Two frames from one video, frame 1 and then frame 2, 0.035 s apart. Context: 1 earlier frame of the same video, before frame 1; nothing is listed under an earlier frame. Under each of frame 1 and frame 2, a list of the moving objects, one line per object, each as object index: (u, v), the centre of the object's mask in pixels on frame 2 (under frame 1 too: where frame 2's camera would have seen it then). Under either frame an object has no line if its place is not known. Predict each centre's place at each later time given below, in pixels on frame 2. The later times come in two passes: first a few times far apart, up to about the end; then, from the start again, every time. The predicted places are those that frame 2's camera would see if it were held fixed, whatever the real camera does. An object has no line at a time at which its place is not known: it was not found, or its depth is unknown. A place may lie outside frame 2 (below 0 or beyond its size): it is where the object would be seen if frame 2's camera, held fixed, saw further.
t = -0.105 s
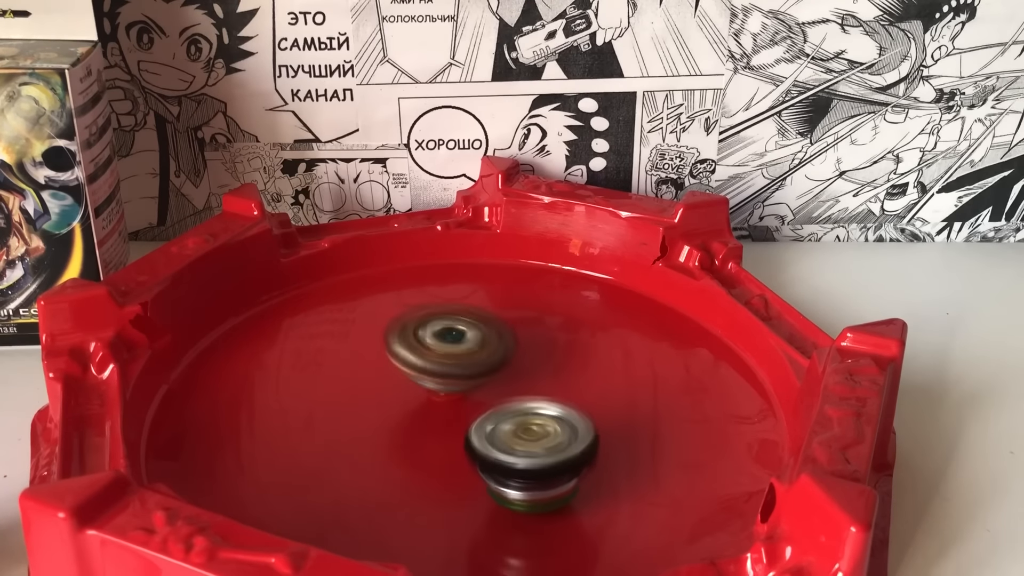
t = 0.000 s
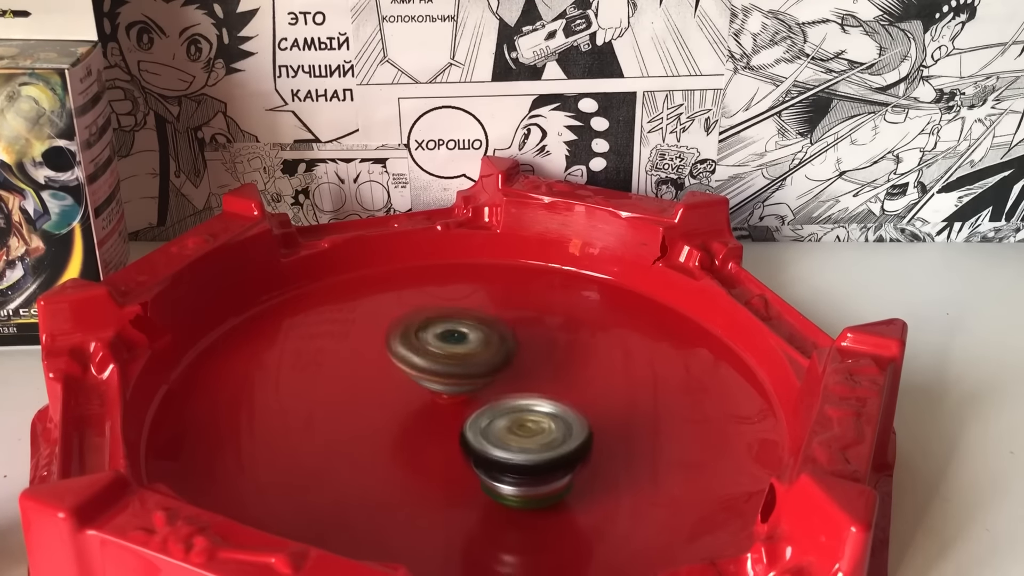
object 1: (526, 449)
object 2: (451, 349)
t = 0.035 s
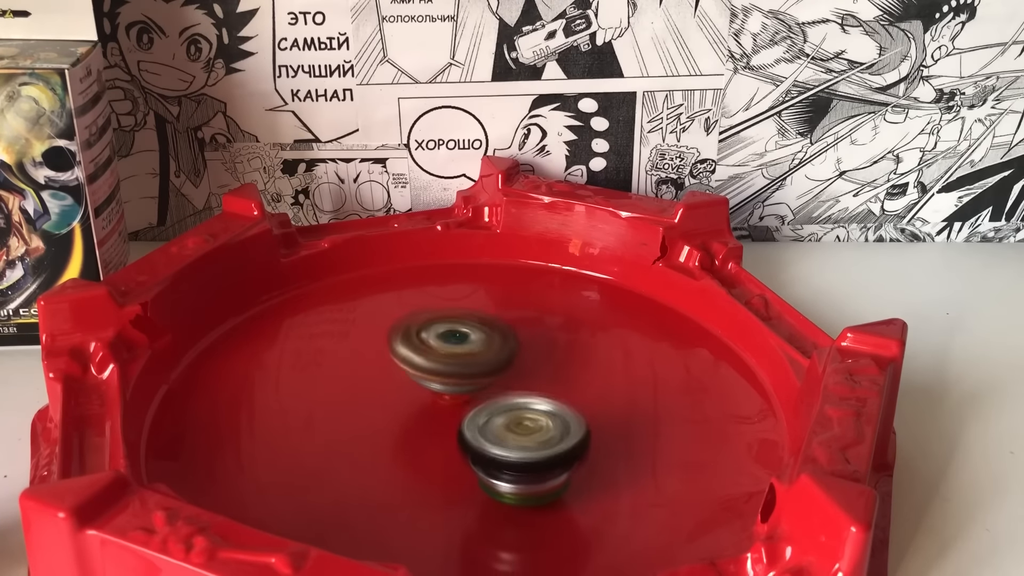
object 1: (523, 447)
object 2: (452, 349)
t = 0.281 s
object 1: (505, 430)
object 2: (463, 350)
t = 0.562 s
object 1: (506, 435)
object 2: (469, 339)
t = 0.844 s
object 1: (503, 423)
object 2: (471, 335)
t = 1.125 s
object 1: (500, 419)
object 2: (471, 335)
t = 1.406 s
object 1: (503, 425)
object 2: (474, 339)
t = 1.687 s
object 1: (505, 425)
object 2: (481, 340)
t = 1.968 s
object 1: (503, 427)
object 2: (491, 337)
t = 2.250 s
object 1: (500, 425)
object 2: (496, 335)
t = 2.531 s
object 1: (492, 418)
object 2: (498, 334)
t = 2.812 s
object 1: (485, 424)
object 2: (499, 337)
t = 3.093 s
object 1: (481, 425)
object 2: (505, 339)
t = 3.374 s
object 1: (482, 421)
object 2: (510, 339)
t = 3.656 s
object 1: (483, 425)
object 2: (516, 340)
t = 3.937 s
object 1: (489, 424)
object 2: (518, 339)
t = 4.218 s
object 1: (488, 430)
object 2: (524, 341)
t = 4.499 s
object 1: (478, 438)
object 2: (531, 343)
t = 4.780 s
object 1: (470, 431)
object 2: (534, 343)
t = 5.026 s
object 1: (475, 418)
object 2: (543, 344)
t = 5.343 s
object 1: (480, 417)
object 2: (552, 343)
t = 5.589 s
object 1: (485, 423)
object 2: (553, 344)
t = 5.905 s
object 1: (495, 425)
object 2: (557, 348)
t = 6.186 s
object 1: (495, 427)
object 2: (571, 348)
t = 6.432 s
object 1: (475, 435)
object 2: (580, 344)
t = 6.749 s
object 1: (453, 426)
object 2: (583, 344)
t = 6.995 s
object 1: (453, 409)
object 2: (586, 350)
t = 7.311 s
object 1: (475, 401)
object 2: (599, 355)
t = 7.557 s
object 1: (499, 409)
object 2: (601, 356)
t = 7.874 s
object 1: (514, 428)
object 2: (602, 359)
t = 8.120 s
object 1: (510, 438)
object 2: (605, 365)
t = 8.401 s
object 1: (497, 432)
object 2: (608, 370)
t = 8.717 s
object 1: (485, 413)
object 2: (602, 372)
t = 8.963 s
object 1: (470, 402)
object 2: (596, 372)
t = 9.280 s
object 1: (471, 393)
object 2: (601, 377)
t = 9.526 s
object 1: (460, 393)
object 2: (609, 383)
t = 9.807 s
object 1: (451, 397)
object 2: (604, 384)
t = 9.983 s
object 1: (446, 404)
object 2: (600, 385)
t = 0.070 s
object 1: (521, 445)
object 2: (454, 350)
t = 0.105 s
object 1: (518, 442)
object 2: (455, 351)
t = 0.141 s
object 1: (516, 440)
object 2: (457, 352)
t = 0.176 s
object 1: (513, 437)
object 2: (459, 352)
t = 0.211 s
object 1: (510, 435)
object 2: (461, 351)
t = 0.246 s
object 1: (507, 432)
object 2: (463, 350)
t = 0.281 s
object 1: (505, 430)
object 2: (463, 350)
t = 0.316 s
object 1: (505, 434)
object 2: (463, 348)
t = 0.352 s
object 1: (505, 435)
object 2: (464, 344)
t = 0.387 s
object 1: (506, 435)
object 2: (464, 343)
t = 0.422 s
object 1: (506, 435)
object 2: (465, 342)
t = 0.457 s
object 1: (507, 435)
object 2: (467, 341)
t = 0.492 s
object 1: (507, 435)
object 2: (467, 340)
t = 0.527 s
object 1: (507, 435)
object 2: (468, 339)
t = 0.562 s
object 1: (506, 435)
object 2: (469, 339)
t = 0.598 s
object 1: (506, 434)
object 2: (469, 338)
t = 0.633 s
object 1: (506, 433)
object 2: (468, 337)
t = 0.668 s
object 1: (505, 432)
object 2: (469, 337)
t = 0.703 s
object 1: (505, 431)
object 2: (470, 336)
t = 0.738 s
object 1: (505, 430)
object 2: (469, 336)
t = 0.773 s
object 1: (504, 428)
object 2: (469, 336)
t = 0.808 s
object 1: (504, 425)
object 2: (470, 336)
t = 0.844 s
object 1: (503, 423)
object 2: (471, 335)
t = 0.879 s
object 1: (503, 422)
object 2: (471, 335)
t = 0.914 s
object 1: (502, 421)
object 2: (471, 334)
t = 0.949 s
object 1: (501, 418)
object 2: (472, 334)
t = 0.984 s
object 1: (500, 417)
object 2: (472, 334)
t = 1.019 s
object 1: (499, 416)
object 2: (472, 333)
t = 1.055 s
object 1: (498, 416)
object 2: (470, 333)
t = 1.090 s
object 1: (498, 417)
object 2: (467, 334)
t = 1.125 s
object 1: (500, 419)
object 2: (471, 335)
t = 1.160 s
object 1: (501, 420)
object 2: (471, 335)
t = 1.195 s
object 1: (501, 421)
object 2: (470, 334)
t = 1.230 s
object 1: (501, 422)
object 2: (469, 336)
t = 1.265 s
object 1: (501, 423)
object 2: (472, 337)
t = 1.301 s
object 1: (502, 424)
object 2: (473, 337)
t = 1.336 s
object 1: (502, 424)
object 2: (472, 337)
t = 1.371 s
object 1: (503, 425)
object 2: (471, 338)
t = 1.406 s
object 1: (503, 425)
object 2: (474, 339)
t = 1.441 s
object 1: (504, 425)
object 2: (475, 339)
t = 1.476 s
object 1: (504, 426)
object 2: (474, 339)
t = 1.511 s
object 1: (504, 426)
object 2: (474, 339)
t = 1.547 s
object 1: (504, 426)
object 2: (476, 340)
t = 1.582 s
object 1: (504, 426)
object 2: (478, 340)
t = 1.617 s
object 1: (504, 426)
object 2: (478, 341)
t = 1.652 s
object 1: (505, 426)
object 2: (479, 341)
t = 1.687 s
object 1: (505, 425)
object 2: (481, 340)
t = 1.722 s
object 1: (505, 424)
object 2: (483, 340)
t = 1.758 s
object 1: (504, 423)
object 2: (484, 340)
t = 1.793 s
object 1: (504, 423)
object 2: (487, 340)
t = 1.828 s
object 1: (504, 425)
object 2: (487, 340)
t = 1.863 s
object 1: (504, 425)
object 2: (487, 339)
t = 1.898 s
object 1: (504, 425)
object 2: (489, 338)
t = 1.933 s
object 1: (504, 427)
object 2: (491, 338)
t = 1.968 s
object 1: (503, 427)
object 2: (491, 337)
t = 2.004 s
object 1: (503, 427)
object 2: (490, 337)
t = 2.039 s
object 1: (503, 427)
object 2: (492, 337)
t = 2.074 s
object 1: (503, 427)
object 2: (494, 336)
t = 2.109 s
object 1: (502, 426)
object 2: (493, 335)
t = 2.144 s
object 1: (501, 426)
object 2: (493, 335)
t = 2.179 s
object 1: (500, 427)
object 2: (495, 336)
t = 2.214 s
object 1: (500, 426)
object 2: (496, 336)
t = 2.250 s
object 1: (500, 425)
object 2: (496, 335)
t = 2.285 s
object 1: (499, 424)
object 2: (494, 334)
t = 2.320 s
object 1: (498, 424)
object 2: (495, 334)
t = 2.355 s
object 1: (498, 423)
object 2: (497, 334)
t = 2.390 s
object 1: (496, 420)
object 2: (496, 333)
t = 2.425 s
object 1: (495, 419)
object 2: (495, 334)
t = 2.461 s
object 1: (495, 418)
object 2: (498, 334)
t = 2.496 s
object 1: (493, 418)
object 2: (499, 334)
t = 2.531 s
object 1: (492, 418)
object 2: (498, 334)
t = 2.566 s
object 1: (491, 418)
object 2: (497, 334)
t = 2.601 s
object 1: (489, 419)
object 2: (497, 334)
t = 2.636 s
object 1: (489, 419)
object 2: (497, 334)
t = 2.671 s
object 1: (487, 421)
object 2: (497, 335)
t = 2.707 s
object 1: (487, 422)
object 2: (499, 336)
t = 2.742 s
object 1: (486, 423)
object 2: (500, 336)
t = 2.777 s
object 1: (486, 423)
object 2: (499, 336)
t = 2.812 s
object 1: (485, 424)
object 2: (499, 337)
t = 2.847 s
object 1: (484, 425)
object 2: (500, 337)
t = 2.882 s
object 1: (484, 425)
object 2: (502, 338)
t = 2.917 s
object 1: (483, 425)
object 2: (502, 338)
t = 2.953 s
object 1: (483, 425)
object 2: (501, 338)
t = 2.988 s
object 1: (482, 426)
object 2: (502, 339)
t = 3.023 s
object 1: (482, 425)
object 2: (505, 339)
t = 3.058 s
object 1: (482, 425)
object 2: (503, 339)
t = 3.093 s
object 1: (481, 425)
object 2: (505, 339)
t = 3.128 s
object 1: (481, 425)
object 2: (508, 340)
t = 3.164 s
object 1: (481, 424)
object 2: (507, 340)
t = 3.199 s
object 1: (481, 423)
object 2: (507, 339)
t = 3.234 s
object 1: (482, 423)
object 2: (507, 339)
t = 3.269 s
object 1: (482, 423)
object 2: (510, 340)
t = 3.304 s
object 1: (482, 421)
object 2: (511, 339)
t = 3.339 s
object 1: (483, 420)
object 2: (510, 339)
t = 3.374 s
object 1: (482, 421)
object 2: (510, 339)
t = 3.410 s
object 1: (482, 420)
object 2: (511, 339)
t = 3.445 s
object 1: (482, 421)
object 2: (513, 339)
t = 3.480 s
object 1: (482, 422)
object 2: (511, 339)
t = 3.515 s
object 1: (482, 423)
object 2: (511, 340)
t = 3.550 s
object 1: (482, 423)
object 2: (515, 339)
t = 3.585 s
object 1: (482, 424)
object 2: (516, 339)
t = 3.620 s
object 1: (482, 424)
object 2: (515, 339)
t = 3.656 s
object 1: (483, 425)
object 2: (516, 340)
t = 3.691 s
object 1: (483, 425)
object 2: (518, 339)
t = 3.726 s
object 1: (484, 425)
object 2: (518, 338)
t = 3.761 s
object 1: (484, 426)
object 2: (516, 339)
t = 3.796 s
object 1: (485, 426)
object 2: (517, 340)
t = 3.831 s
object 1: (486, 425)
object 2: (520, 339)
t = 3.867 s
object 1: (486, 425)
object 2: (521, 339)
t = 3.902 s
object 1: (487, 425)
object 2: (519, 339)
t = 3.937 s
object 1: (489, 424)
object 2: (518, 339)
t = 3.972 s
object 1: (489, 424)
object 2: (521, 340)
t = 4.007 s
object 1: (490, 424)
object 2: (522, 340)
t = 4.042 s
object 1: (491, 423)
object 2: (522, 340)
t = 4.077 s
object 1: (492, 423)
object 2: (521, 340)
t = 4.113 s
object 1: (492, 423)
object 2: (523, 340)
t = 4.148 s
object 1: (490, 427)
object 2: (524, 340)
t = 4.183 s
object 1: (489, 429)
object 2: (523, 340)
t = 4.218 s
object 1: (488, 430)
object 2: (524, 341)
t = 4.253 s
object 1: (487, 432)
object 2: (528, 342)
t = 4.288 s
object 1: (486, 435)
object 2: (526, 341)
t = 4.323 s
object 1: (484, 436)
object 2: (527, 342)
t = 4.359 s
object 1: (483, 438)
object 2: (530, 342)
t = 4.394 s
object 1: (482, 438)
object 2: (531, 342)
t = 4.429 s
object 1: (480, 439)
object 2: (531, 341)
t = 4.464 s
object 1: (480, 439)
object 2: (529, 341)
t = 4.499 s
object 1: (478, 438)
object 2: (531, 343)
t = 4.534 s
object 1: (477, 439)
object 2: (534, 342)
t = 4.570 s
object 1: (476, 438)
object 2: (533, 341)
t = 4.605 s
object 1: (474, 437)
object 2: (532, 342)
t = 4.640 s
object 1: (473, 436)
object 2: (533, 343)
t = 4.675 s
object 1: (473, 435)
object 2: (535, 343)
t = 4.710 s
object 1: (472, 433)
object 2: (536, 342)
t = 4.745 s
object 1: (471, 433)
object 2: (536, 342)
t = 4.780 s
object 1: (470, 431)
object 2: (534, 343)
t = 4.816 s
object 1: (470, 429)
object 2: (536, 344)
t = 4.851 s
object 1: (470, 427)
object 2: (540, 344)
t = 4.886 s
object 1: (471, 426)
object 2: (539, 344)
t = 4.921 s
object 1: (471, 423)
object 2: (539, 345)
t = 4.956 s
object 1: (473, 421)
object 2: (543, 345)
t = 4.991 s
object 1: (474, 419)
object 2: (544, 345)
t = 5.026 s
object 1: (475, 418)
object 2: (543, 344)
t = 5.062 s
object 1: (477, 416)
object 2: (544, 344)
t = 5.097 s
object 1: (477, 415)
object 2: (548, 345)
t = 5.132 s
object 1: (479, 414)
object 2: (547, 345)
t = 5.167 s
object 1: (479, 414)
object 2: (547, 344)
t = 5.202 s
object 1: (479, 414)
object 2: (549, 344)
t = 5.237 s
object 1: (479, 415)
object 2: (549, 343)
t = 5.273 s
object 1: (479, 416)
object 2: (548, 343)
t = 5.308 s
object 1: (479, 417)
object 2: (550, 343)
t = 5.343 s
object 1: (480, 417)
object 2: (552, 343)
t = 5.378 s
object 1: (481, 418)
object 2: (553, 343)
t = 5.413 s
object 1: (481, 419)
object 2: (552, 343)
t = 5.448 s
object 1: (482, 419)
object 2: (551, 343)
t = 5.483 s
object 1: (482, 421)
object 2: (553, 344)
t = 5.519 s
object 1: (483, 421)
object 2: (554, 344)
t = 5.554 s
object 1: (484, 423)
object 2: (553, 343)
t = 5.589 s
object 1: (485, 423)
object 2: (553, 344)
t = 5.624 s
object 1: (486, 424)
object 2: (555, 345)
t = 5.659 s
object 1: (488, 424)
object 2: (557, 344)
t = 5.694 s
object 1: (488, 425)
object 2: (555, 344)
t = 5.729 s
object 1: (489, 424)
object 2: (554, 345)
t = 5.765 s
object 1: (491, 425)
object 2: (555, 346)
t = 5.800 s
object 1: (491, 425)
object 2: (557, 347)
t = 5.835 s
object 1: (493, 426)
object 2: (558, 346)
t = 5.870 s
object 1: (493, 425)
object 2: (556, 347)
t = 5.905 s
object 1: (495, 425)
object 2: (557, 348)
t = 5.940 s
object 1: (497, 424)
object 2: (560, 348)
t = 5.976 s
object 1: (498, 424)
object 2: (561, 349)
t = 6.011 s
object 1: (499, 424)
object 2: (561, 349)
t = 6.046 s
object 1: (500, 423)
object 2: (562, 349)
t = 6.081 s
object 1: (502, 423)
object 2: (565, 350)
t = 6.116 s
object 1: (503, 422)
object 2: (567, 350)
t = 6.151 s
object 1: (504, 422)
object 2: (567, 351)
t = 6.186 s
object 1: (495, 427)
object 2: (571, 348)
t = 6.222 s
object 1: (492, 428)
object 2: (573, 347)
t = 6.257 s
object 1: (491, 430)
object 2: (575, 347)
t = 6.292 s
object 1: (487, 432)
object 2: (578, 346)
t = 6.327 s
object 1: (485, 433)
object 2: (578, 345)
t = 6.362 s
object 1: (481, 434)
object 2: (577, 345)
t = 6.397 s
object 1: (479, 434)
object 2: (578, 344)
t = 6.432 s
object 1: (475, 435)
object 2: (580, 344)
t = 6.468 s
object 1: (472, 434)
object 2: (574, 344)
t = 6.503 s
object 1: (469, 434)
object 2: (572, 344)
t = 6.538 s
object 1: (466, 434)
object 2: (574, 345)
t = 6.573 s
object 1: (464, 433)
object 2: (581, 343)
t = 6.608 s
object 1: (461, 432)
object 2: (581, 342)
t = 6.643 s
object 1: (458, 430)
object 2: (575, 343)
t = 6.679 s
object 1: (456, 429)
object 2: (576, 344)
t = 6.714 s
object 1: (455, 427)
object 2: (578, 345)
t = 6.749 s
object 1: (453, 426)
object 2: (583, 344)
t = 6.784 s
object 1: (452, 423)
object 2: (582, 343)
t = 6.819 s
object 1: (451, 419)
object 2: (583, 346)
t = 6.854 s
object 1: (451, 417)
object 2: (584, 347)
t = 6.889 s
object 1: (451, 415)
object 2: (585, 347)
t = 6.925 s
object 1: (451, 413)
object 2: (585, 348)
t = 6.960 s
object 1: (452, 410)
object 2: (586, 349)
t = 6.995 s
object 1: (453, 409)
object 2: (586, 350)
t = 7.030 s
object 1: (455, 407)
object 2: (588, 351)
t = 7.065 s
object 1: (457, 406)
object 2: (589, 352)
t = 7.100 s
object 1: (459, 404)
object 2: (591, 353)
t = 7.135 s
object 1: (462, 403)
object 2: (592, 354)
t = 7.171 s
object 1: (464, 402)
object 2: (595, 354)
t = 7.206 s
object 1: (466, 401)
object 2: (596, 355)
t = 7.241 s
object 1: (469, 401)
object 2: (597, 355)
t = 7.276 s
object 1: (472, 401)
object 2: (598, 355)
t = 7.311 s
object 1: (475, 401)
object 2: (599, 355)
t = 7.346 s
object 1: (478, 401)
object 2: (599, 355)
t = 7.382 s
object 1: (481, 402)
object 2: (600, 355)
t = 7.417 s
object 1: (484, 402)
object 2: (600, 356)
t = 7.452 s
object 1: (490, 405)
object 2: (595, 357)
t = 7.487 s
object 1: (494, 406)
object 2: (600, 356)
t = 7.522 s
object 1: (497, 408)
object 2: (596, 357)
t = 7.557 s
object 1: (499, 409)
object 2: (601, 356)
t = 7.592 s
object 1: (501, 411)
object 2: (597, 357)
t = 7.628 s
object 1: (504, 413)
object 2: (597, 357)
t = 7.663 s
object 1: (506, 415)
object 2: (597, 357)
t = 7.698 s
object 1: (508, 418)
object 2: (598, 357)
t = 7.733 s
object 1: (509, 420)
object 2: (603, 357)
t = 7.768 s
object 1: (510, 422)
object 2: (603, 358)
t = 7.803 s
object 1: (512, 424)
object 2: (598, 358)
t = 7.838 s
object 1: (513, 426)
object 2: (603, 358)
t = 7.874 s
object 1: (514, 428)
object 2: (602, 359)
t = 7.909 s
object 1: (514, 431)
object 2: (602, 360)
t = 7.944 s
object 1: (514, 433)
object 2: (597, 362)
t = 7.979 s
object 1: (514, 434)
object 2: (598, 362)
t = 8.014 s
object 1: (514, 436)
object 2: (601, 362)
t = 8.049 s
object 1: (513, 437)
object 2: (596, 363)
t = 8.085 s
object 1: (511, 438)
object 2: (606, 365)
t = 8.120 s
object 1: (510, 438)
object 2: (605, 365)
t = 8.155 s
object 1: (508, 439)
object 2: (598, 366)
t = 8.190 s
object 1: (507, 438)
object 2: (605, 367)
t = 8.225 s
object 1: (505, 438)
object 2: (606, 368)
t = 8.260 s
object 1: (503, 437)
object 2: (607, 368)
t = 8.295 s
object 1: (502, 437)
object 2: (606, 368)
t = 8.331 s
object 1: (500, 435)
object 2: (605, 369)
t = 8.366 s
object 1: (499, 434)
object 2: (606, 370)
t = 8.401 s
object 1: (497, 432)
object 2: (608, 370)
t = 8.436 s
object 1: (496, 430)
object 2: (601, 371)
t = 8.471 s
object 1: (495, 428)
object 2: (605, 370)
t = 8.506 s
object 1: (494, 426)
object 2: (604, 371)
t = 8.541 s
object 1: (493, 424)
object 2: (607, 371)
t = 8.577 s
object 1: (493, 422)
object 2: (609, 371)
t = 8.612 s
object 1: (493, 420)
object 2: (607, 370)
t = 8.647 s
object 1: (493, 417)
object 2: (606, 371)
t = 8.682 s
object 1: (490, 416)
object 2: (599, 372)
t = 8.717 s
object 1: (485, 413)
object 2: (602, 372)
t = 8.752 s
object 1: (482, 411)
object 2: (602, 372)
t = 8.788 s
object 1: (481, 410)
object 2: (599, 371)
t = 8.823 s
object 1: (478, 408)
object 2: (602, 372)
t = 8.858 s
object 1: (475, 407)
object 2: (604, 373)
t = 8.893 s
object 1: (473, 405)
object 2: (599, 373)
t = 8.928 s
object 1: (472, 403)
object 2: (604, 372)
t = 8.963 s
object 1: (470, 402)
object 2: (596, 372)
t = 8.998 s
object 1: (469, 400)
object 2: (600, 373)
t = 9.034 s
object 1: (468, 399)
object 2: (597, 375)
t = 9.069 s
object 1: (467, 398)
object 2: (603, 374)
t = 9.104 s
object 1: (466, 396)
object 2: (597, 374)
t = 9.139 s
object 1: (467, 395)
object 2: (595, 375)
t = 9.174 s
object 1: (468, 394)
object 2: (601, 376)
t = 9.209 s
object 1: (468, 394)
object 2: (597, 377)
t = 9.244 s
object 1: (469, 393)
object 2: (604, 377)
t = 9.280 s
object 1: (471, 393)
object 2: (601, 377)
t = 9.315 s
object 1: (472, 393)
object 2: (600, 379)
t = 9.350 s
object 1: (467, 393)
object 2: (607, 380)
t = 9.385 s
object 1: (465, 393)
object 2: (607, 382)
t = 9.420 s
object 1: (463, 393)
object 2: (602, 383)
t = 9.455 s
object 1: (462, 393)
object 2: (609, 382)
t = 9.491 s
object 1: (461, 393)
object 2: (603, 384)
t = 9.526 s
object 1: (460, 393)
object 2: (609, 383)
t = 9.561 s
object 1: (459, 393)
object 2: (608, 384)
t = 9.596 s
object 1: (458, 394)
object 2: (603, 385)
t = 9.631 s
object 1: (457, 394)
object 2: (605, 384)
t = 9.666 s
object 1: (456, 395)
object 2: (608, 383)
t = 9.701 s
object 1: (455, 395)
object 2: (604, 384)
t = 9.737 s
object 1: (454, 396)
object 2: (602, 385)
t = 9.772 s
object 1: (452, 397)
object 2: (607, 384)
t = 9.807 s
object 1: (451, 397)
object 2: (604, 384)
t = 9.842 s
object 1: (450, 398)
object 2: (607, 383)
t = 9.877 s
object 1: (449, 399)
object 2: (600, 384)
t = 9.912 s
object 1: (448, 400)
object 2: (600, 385)
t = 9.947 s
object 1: (447, 401)
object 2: (601, 385)
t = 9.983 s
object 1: (446, 404)
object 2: (600, 385)
